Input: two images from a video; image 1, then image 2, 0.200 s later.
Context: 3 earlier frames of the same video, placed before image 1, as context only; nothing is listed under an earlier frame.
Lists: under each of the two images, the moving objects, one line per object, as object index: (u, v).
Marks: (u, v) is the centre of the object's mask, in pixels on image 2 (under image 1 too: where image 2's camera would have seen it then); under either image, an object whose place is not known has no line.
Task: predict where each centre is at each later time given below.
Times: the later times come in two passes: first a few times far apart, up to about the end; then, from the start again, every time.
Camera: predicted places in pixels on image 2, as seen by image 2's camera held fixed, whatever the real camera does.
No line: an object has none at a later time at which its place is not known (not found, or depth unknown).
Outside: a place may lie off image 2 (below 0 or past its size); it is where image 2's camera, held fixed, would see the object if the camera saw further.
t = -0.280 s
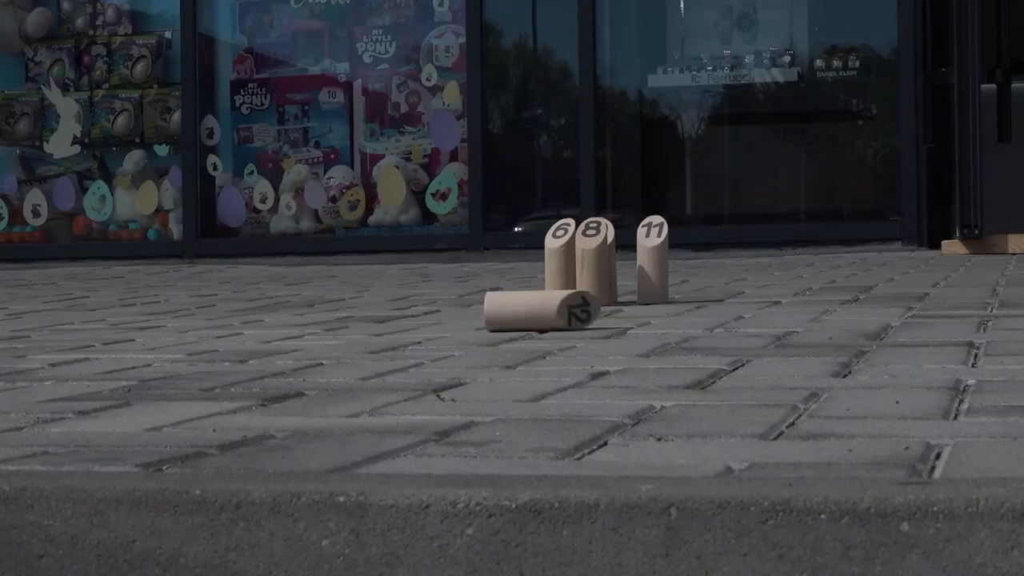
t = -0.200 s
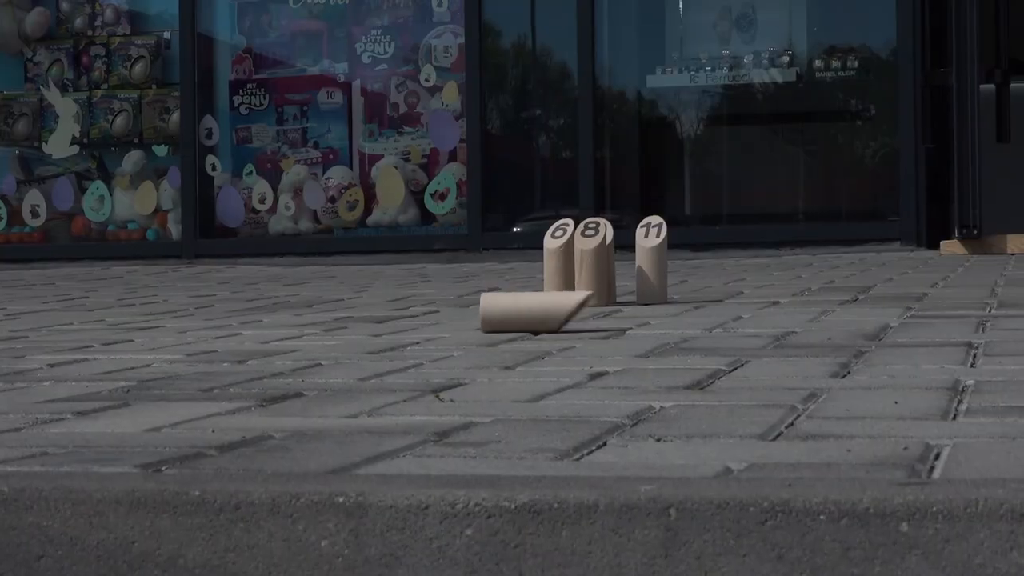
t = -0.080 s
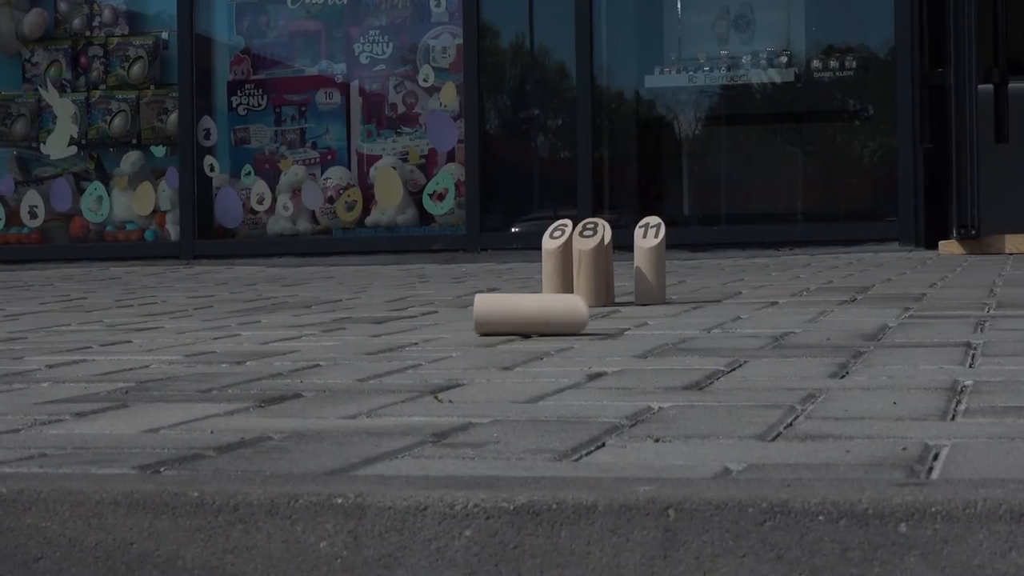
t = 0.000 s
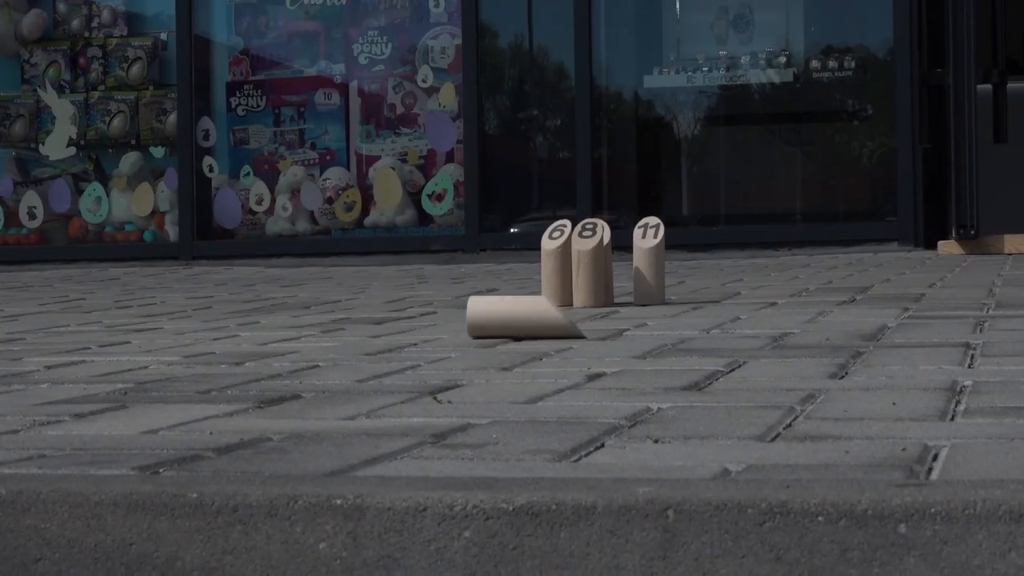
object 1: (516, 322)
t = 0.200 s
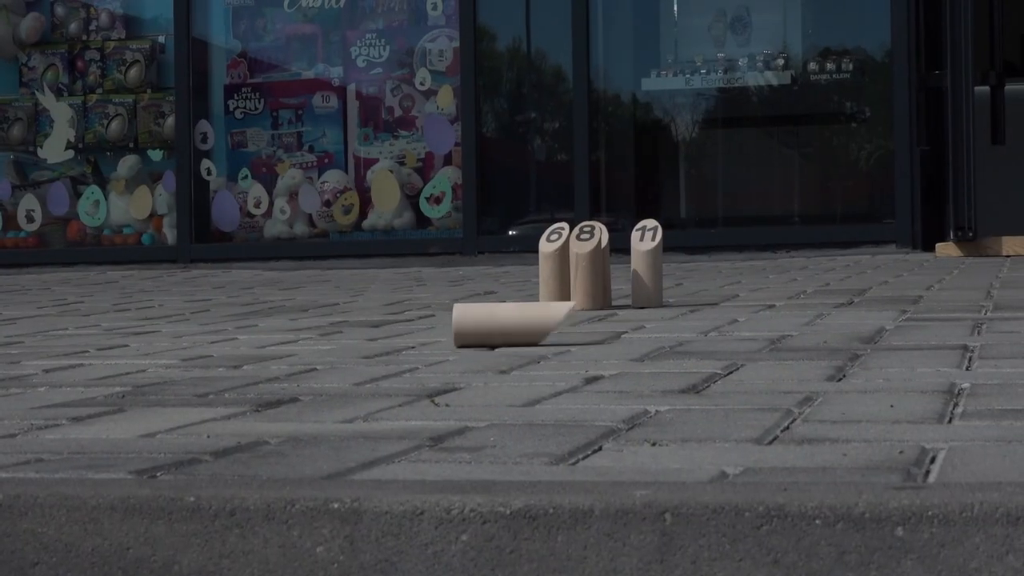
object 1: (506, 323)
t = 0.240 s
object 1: (509, 324)
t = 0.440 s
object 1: (502, 329)
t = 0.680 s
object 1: (489, 334)
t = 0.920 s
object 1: (468, 339)
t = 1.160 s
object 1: (465, 350)
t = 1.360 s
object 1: (462, 358)
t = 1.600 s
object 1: (461, 365)
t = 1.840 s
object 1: (488, 375)
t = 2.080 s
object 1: (518, 392)
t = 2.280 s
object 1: (567, 402)
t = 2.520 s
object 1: (632, 421)
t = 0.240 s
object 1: (509, 324)
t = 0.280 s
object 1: (509, 326)
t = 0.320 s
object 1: (504, 329)
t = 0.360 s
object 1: (500, 329)
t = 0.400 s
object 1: (503, 329)
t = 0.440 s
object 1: (502, 329)
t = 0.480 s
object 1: (499, 329)
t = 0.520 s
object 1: (492, 329)
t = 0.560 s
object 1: (493, 329)
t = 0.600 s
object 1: (494, 330)
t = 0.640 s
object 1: (493, 332)
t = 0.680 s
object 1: (489, 334)
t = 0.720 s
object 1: (482, 336)
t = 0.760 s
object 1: (483, 337)
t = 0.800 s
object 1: (484, 338)
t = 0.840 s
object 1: (481, 338)
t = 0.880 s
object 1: (476, 338)
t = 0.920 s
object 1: (468, 339)
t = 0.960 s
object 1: (470, 341)
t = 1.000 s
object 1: (472, 343)
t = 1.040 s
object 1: (469, 346)
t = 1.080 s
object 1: (463, 349)
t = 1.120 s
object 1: (463, 351)
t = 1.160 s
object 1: (465, 350)
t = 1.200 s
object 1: (462, 351)
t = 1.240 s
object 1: (456, 351)
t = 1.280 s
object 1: (457, 353)
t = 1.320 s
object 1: (461, 356)
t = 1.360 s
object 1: (462, 358)
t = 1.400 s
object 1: (458, 361)
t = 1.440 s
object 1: (456, 363)
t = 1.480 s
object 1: (460, 363)
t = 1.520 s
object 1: (460, 363)
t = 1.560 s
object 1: (455, 364)
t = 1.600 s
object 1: (461, 365)
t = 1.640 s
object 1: (470, 367)
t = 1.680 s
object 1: (476, 370)
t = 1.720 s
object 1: (476, 372)
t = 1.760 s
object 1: (474, 375)
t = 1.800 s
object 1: (484, 375)
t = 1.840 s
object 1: (488, 375)
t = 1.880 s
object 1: (487, 376)
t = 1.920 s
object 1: (497, 378)
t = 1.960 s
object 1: (509, 380)
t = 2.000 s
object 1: (518, 384)
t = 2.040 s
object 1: (521, 388)
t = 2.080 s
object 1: (518, 392)
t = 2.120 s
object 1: (530, 393)
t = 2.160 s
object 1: (535, 394)
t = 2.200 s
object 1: (533, 396)
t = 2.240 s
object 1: (550, 399)
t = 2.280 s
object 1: (567, 402)
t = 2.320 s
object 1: (579, 407)
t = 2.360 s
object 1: (584, 414)
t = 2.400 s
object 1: (589, 418)
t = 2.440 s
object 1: (605, 418)
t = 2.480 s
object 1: (614, 420)
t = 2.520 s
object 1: (632, 421)
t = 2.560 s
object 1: (655, 425)
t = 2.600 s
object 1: (669, 428)
